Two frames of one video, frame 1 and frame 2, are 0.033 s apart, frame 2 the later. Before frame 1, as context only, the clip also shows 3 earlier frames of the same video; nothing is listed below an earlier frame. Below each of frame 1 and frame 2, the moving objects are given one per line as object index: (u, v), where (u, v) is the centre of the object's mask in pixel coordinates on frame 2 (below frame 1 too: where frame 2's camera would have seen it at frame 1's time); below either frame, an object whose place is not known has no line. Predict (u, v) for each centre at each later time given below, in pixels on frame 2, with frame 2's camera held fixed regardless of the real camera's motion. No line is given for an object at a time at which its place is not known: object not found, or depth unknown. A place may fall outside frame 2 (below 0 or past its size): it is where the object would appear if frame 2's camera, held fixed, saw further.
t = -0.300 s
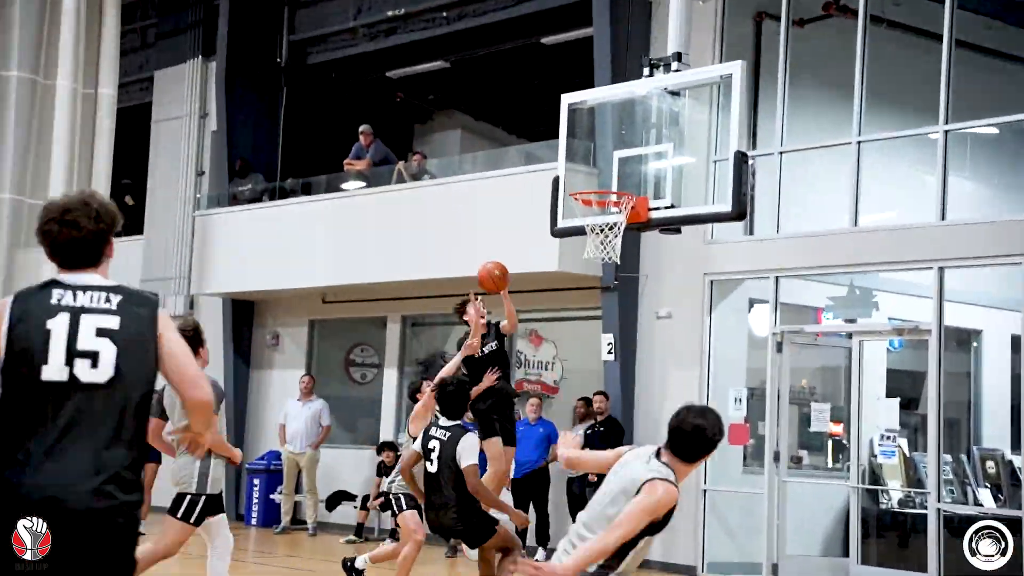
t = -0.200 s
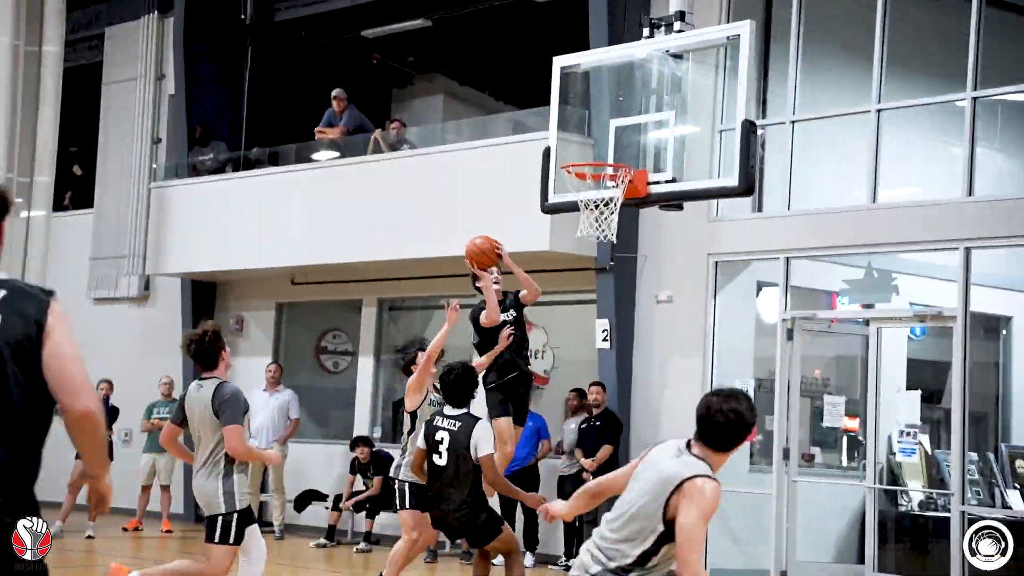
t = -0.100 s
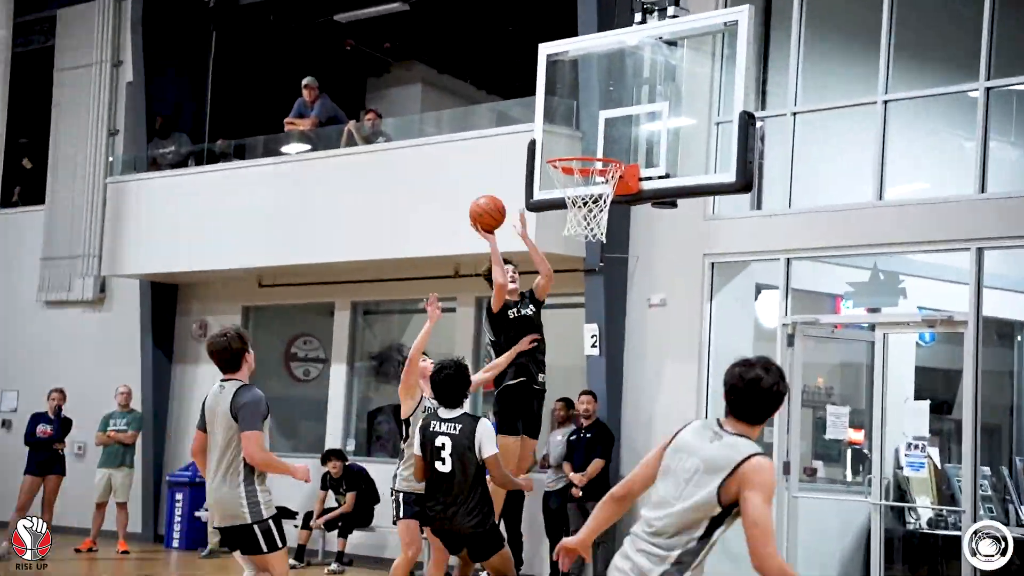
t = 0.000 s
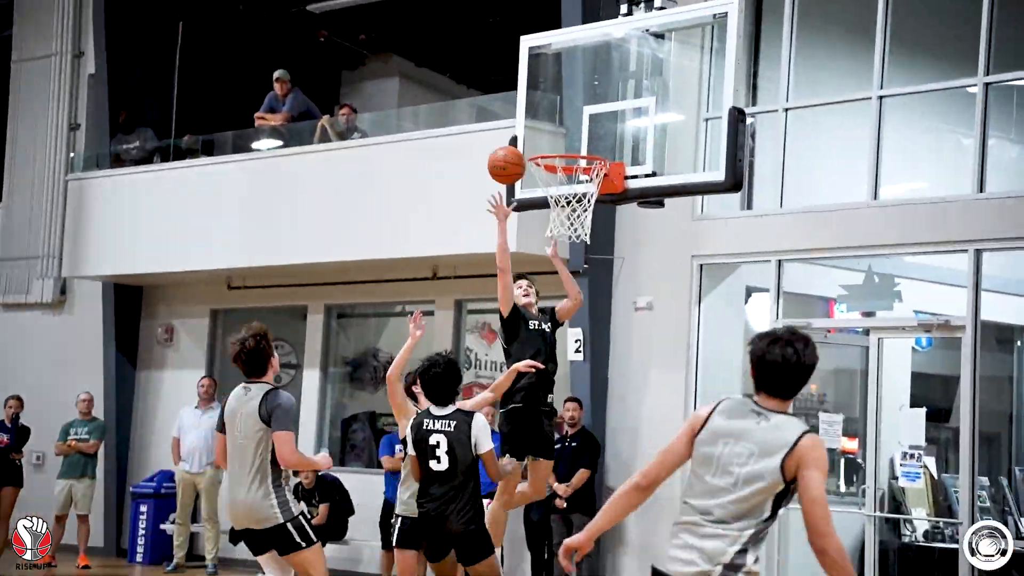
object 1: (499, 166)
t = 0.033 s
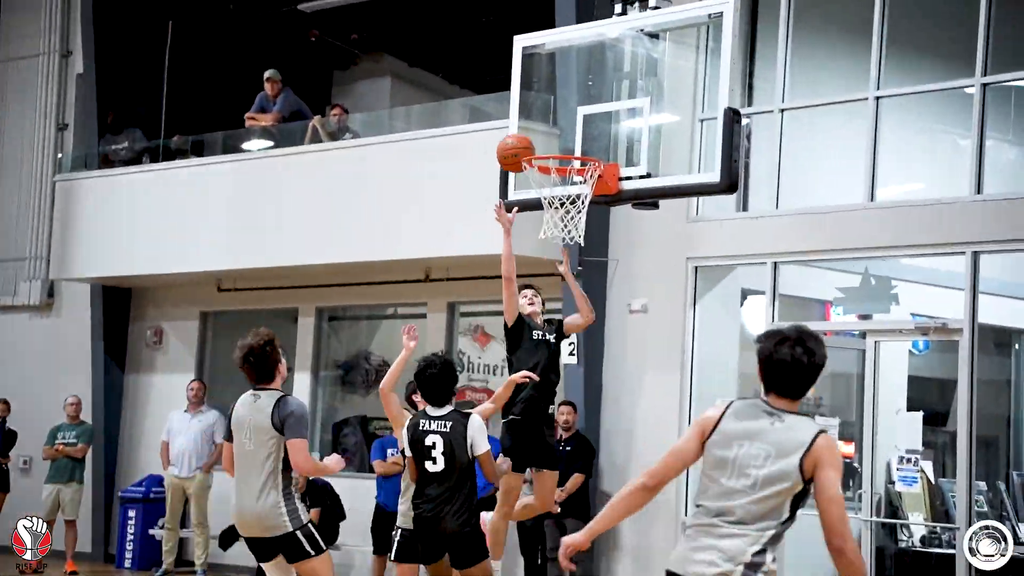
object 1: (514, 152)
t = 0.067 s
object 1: (532, 140)
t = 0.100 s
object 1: (548, 131)
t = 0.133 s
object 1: (562, 124)
